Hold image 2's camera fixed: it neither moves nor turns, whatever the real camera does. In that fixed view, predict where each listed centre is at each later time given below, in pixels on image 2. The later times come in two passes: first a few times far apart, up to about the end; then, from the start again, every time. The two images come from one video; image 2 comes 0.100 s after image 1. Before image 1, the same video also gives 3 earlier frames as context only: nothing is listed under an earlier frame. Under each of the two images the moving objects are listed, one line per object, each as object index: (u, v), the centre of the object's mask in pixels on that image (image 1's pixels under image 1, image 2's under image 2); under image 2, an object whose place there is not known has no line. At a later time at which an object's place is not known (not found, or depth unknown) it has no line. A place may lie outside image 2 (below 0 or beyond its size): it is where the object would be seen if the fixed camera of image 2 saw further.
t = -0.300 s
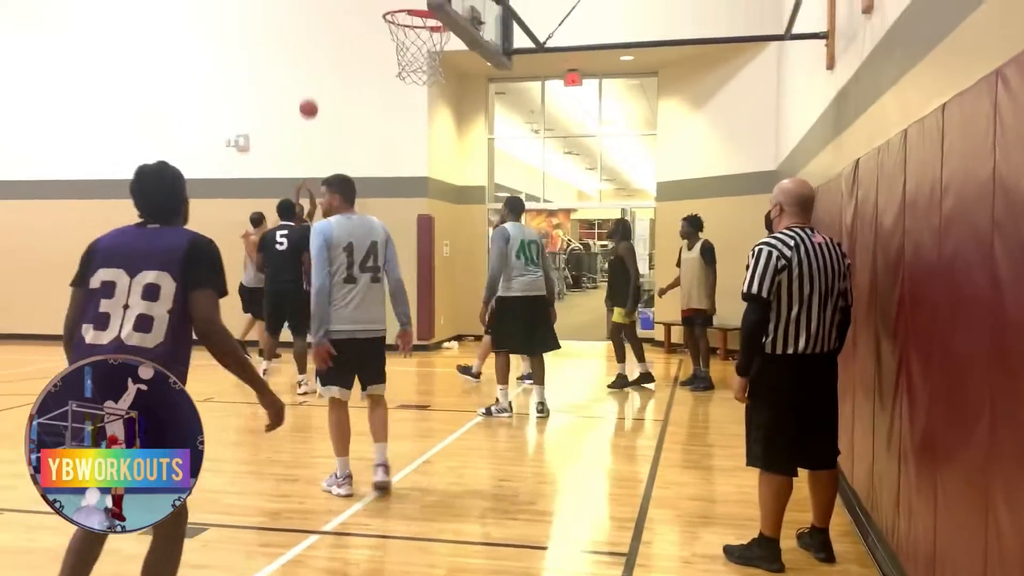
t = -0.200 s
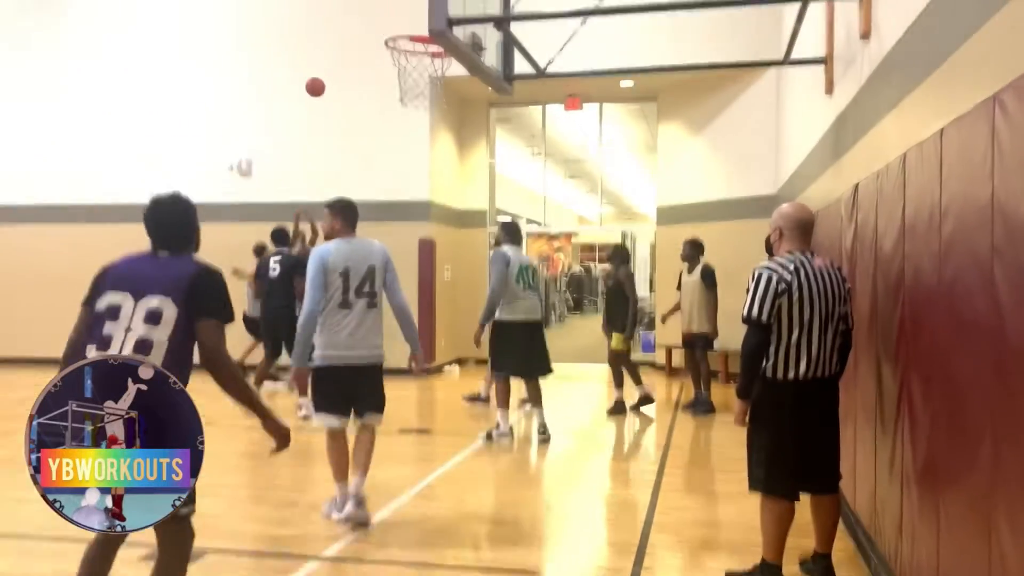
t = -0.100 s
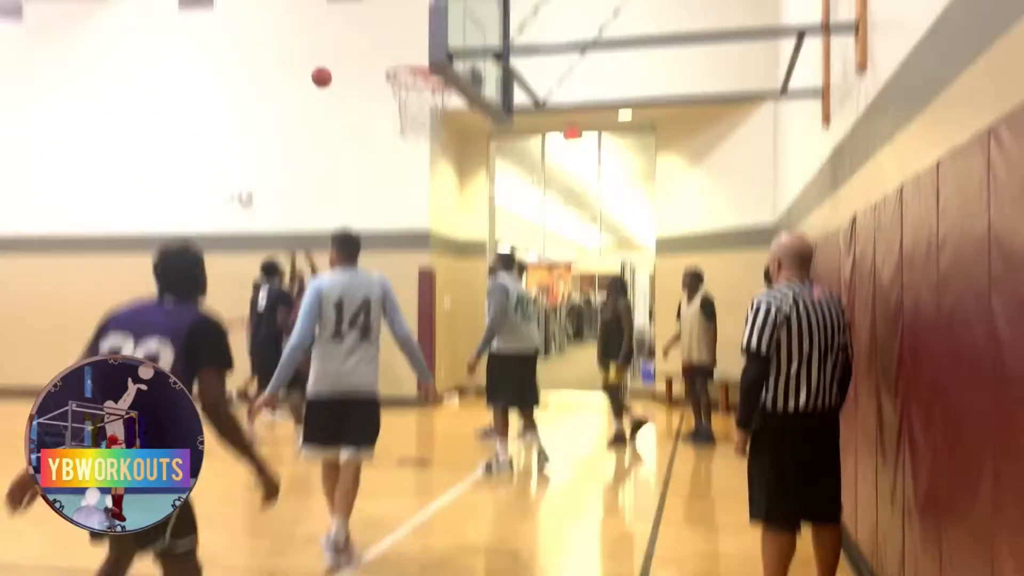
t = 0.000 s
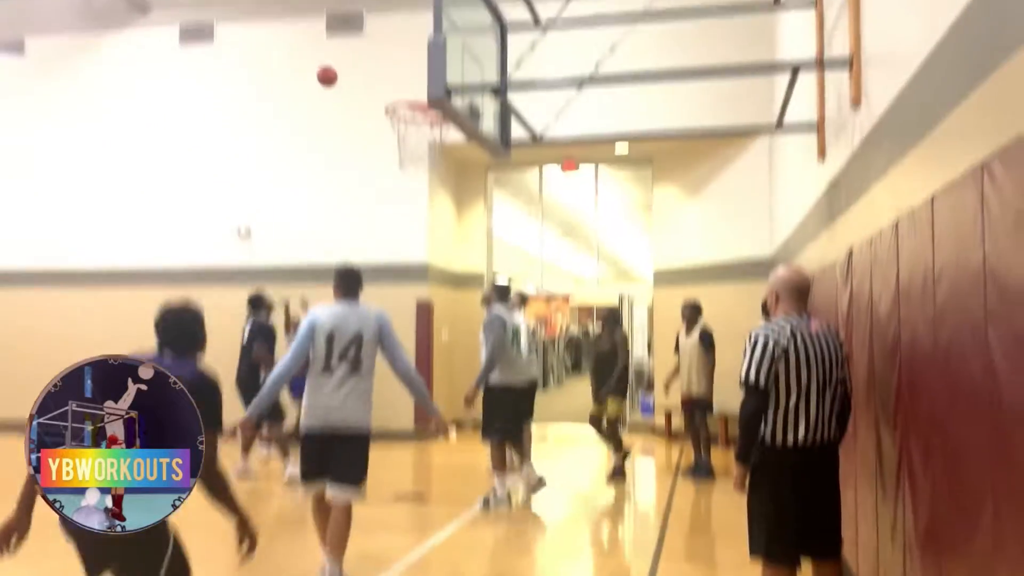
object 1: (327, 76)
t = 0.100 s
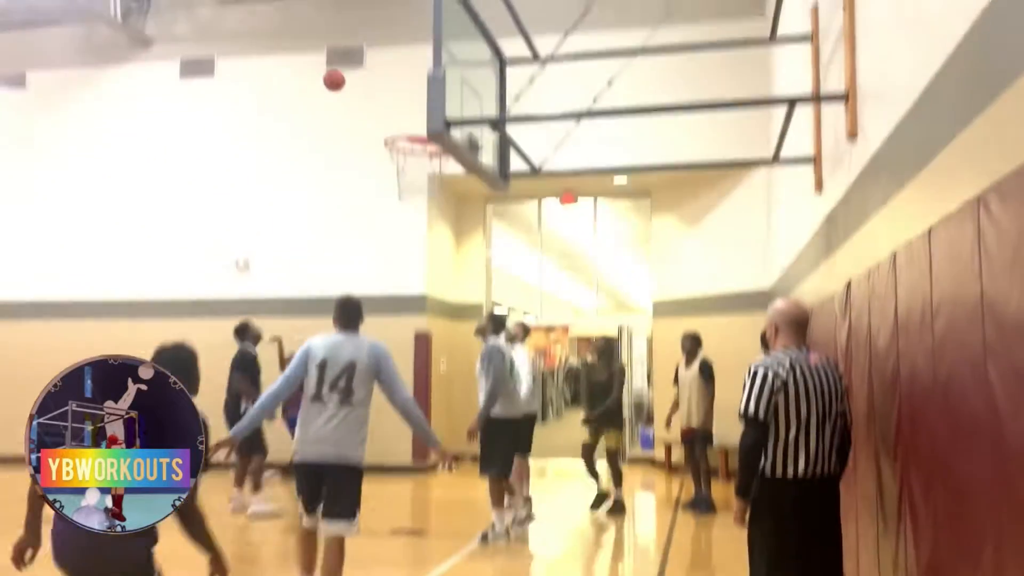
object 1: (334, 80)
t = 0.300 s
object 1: (347, 42)
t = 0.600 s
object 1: (377, 53)
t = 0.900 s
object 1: (415, 166)
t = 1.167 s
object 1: (440, 203)
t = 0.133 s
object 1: (336, 73)
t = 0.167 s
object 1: (338, 65)
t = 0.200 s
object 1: (340, 57)
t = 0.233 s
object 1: (342, 51)
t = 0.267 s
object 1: (344, 46)
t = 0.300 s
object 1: (347, 42)
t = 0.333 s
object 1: (350, 38)
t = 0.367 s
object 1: (353, 36)
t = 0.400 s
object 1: (356, 34)
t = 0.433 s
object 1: (359, 35)
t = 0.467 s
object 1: (362, 36)
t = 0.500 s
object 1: (366, 38)
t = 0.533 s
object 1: (369, 41)
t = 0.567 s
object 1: (373, 47)
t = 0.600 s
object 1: (377, 53)
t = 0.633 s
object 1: (381, 61)
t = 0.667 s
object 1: (385, 70)
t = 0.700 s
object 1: (389, 81)
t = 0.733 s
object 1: (394, 95)
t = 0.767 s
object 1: (398, 110)
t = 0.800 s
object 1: (403, 125)
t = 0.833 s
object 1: (407, 151)
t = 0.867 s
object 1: (412, 164)
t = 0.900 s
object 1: (415, 166)
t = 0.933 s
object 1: (420, 166)
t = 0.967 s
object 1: (424, 168)
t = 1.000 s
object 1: (427, 170)
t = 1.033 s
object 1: (429, 174)
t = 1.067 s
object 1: (432, 179)
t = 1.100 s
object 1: (435, 186)
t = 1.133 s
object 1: (438, 193)
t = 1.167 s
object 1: (440, 203)
